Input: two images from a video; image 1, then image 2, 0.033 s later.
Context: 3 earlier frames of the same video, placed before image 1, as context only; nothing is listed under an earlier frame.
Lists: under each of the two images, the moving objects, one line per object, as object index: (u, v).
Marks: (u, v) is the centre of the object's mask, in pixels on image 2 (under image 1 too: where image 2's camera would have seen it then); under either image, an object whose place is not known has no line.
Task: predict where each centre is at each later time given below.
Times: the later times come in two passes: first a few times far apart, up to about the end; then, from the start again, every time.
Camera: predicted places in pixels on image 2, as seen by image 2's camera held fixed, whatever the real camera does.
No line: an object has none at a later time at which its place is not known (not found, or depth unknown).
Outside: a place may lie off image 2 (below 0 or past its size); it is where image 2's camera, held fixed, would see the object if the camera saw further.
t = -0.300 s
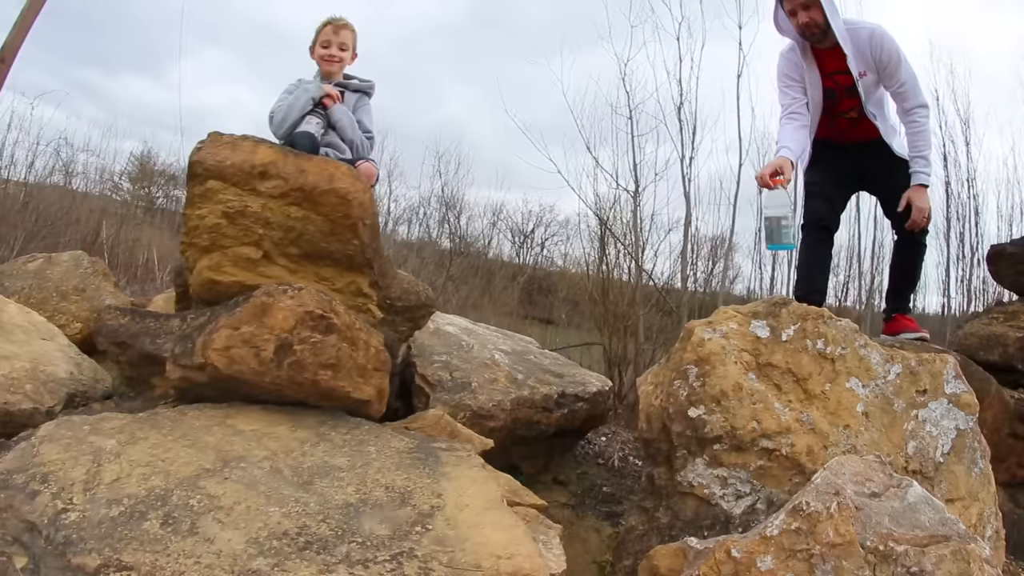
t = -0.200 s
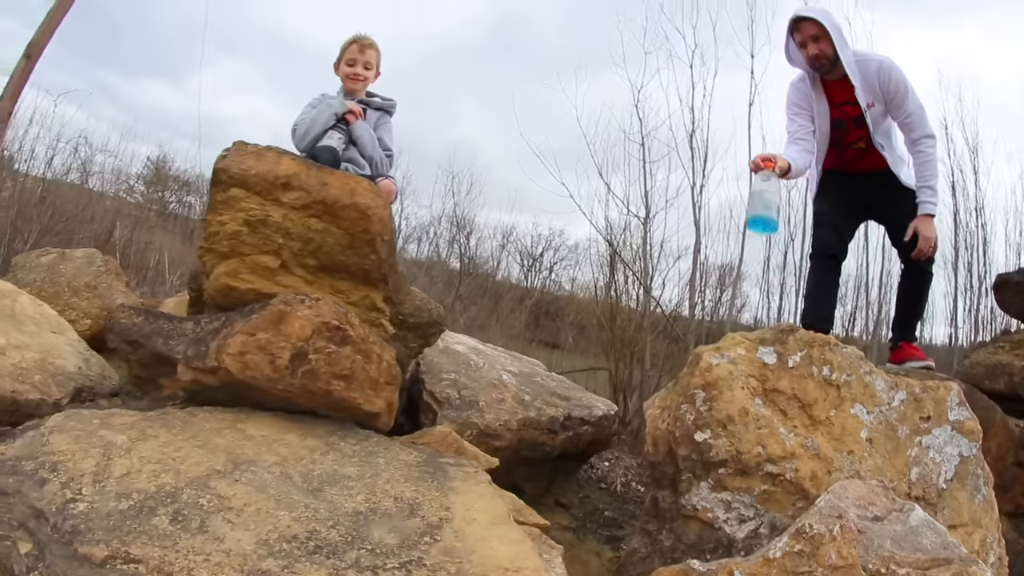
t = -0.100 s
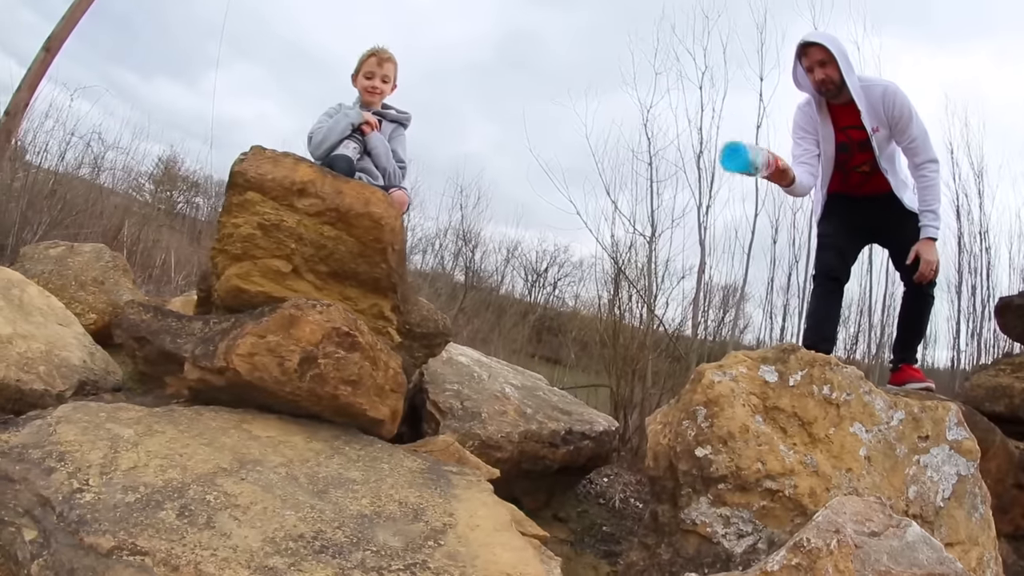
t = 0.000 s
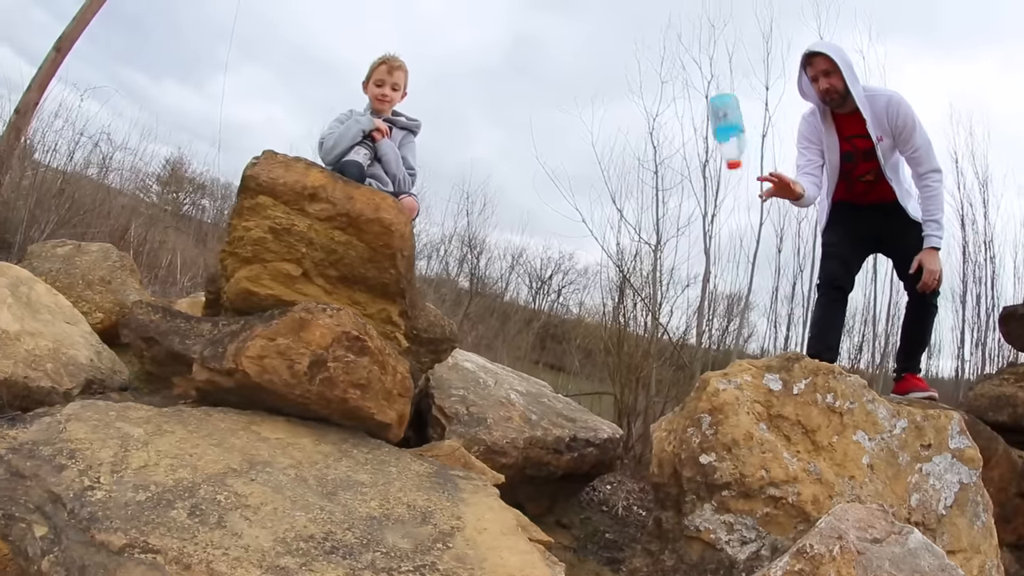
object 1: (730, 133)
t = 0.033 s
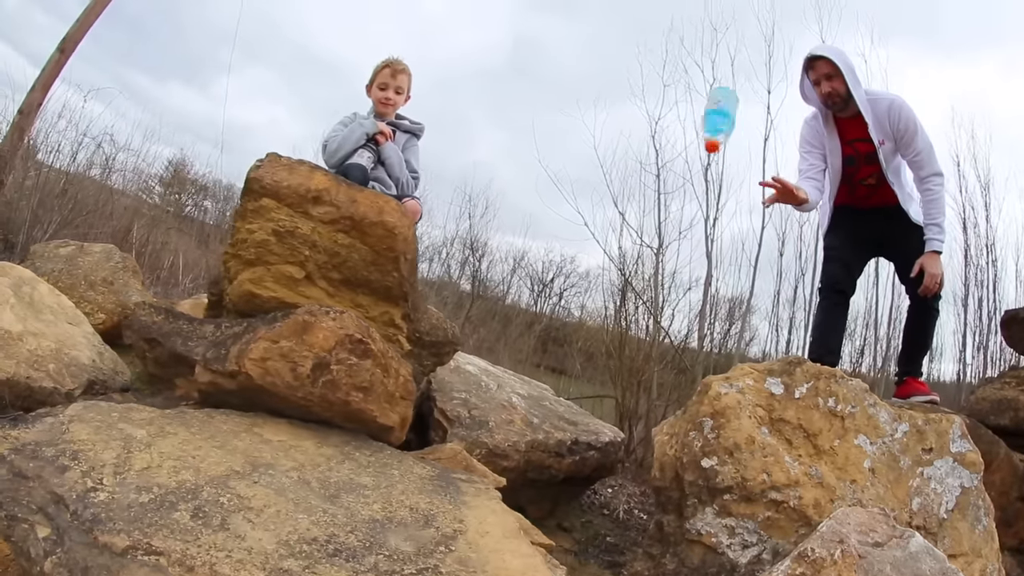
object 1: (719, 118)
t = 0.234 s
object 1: (656, 117)
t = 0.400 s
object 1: (552, 254)
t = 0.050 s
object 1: (714, 112)
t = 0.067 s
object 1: (710, 107)
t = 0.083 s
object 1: (706, 104)
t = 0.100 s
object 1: (702, 103)
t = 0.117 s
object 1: (696, 101)
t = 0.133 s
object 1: (691, 101)
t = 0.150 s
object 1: (685, 101)
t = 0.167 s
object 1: (680, 102)
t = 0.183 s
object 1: (675, 104)
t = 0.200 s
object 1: (669, 108)
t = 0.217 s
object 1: (662, 111)
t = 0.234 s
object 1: (656, 117)
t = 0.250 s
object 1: (648, 123)
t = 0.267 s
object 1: (642, 131)
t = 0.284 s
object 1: (634, 140)
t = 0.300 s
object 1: (625, 150)
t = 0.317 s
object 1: (615, 162)
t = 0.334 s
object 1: (605, 175)
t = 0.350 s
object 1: (593, 191)
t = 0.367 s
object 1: (581, 208)
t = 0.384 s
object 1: (567, 230)
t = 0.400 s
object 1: (552, 254)
